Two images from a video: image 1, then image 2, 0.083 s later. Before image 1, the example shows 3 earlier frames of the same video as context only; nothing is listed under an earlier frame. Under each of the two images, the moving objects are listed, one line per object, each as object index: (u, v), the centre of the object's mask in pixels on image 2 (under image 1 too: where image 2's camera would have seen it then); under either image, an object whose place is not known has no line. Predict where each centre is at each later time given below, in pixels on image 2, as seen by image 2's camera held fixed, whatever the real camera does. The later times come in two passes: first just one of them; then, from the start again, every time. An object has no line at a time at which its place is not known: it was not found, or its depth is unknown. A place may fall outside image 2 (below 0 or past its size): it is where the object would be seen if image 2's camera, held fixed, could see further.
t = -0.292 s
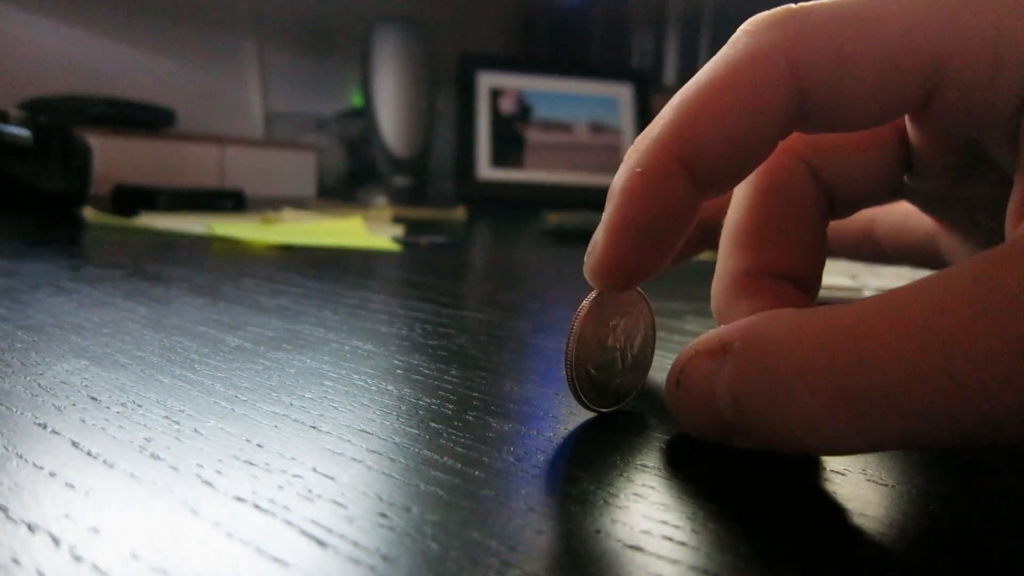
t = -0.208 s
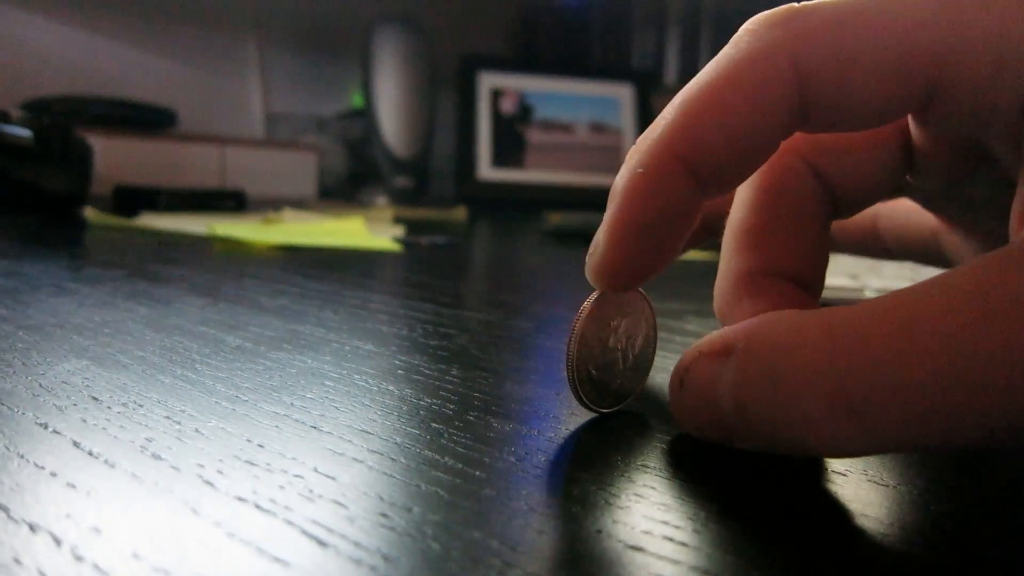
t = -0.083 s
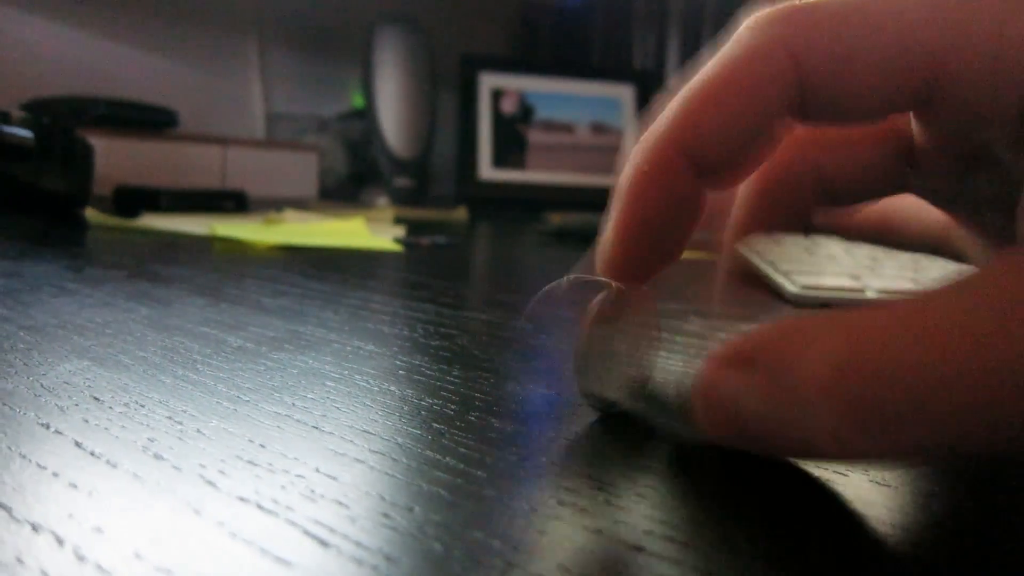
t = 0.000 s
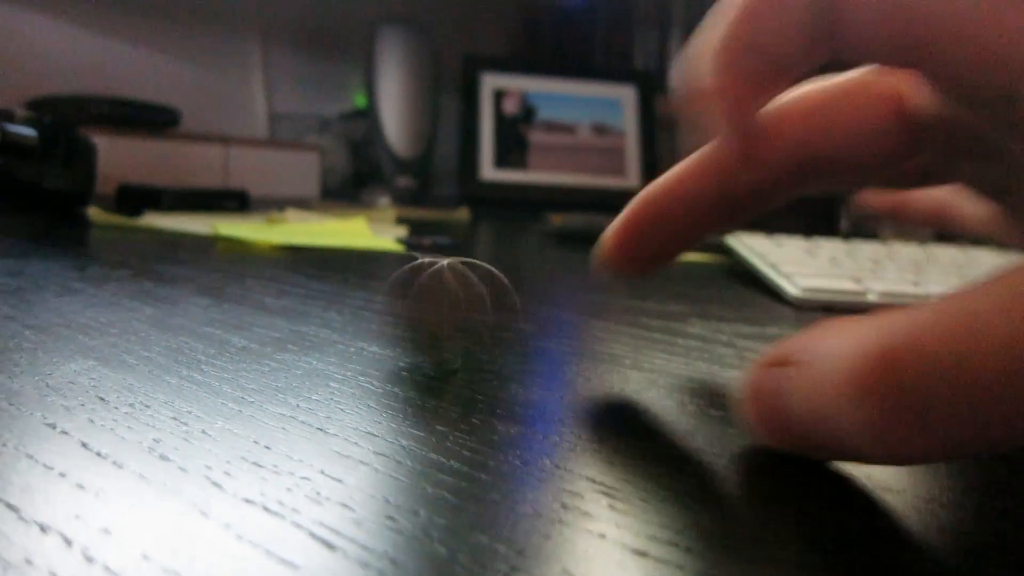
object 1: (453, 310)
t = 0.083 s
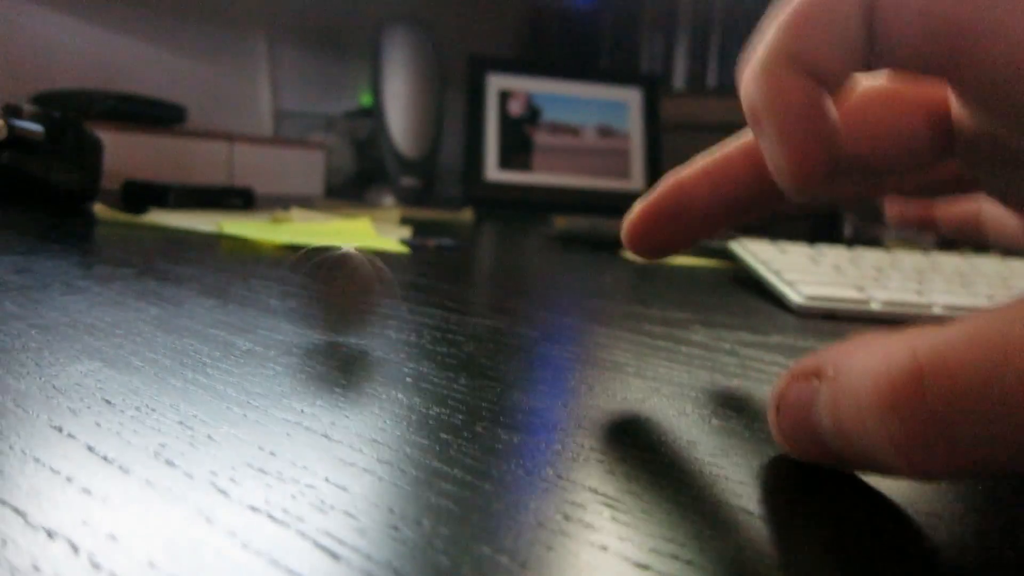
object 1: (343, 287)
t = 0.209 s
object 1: (238, 274)
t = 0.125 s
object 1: (305, 284)
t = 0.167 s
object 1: (267, 276)
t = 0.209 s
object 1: (238, 274)
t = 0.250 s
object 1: (207, 273)
